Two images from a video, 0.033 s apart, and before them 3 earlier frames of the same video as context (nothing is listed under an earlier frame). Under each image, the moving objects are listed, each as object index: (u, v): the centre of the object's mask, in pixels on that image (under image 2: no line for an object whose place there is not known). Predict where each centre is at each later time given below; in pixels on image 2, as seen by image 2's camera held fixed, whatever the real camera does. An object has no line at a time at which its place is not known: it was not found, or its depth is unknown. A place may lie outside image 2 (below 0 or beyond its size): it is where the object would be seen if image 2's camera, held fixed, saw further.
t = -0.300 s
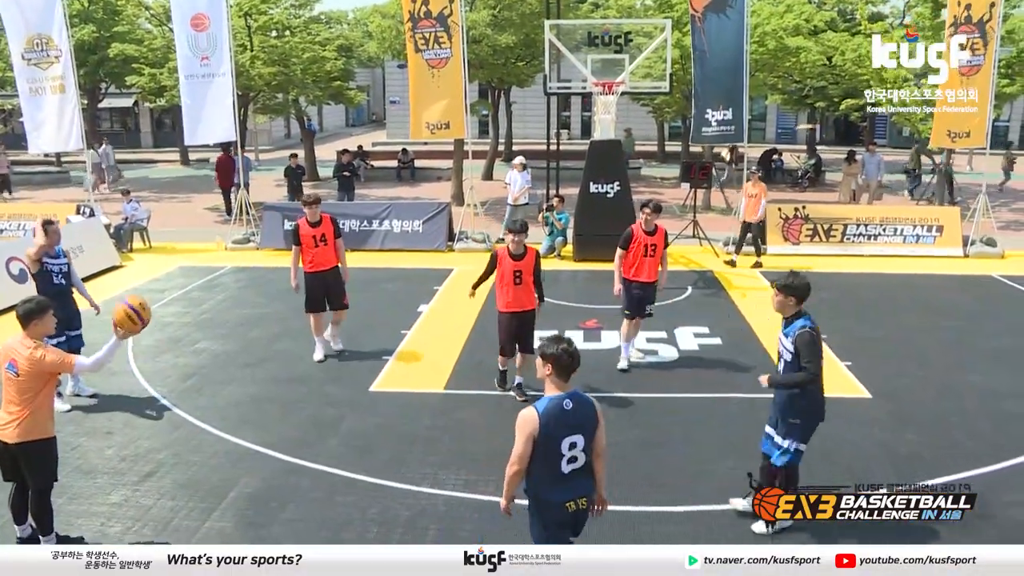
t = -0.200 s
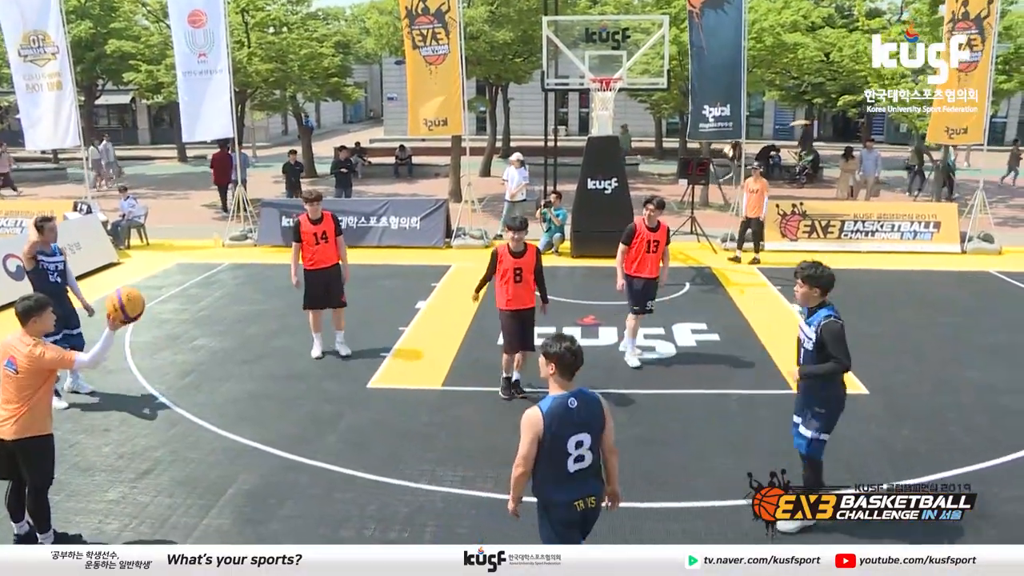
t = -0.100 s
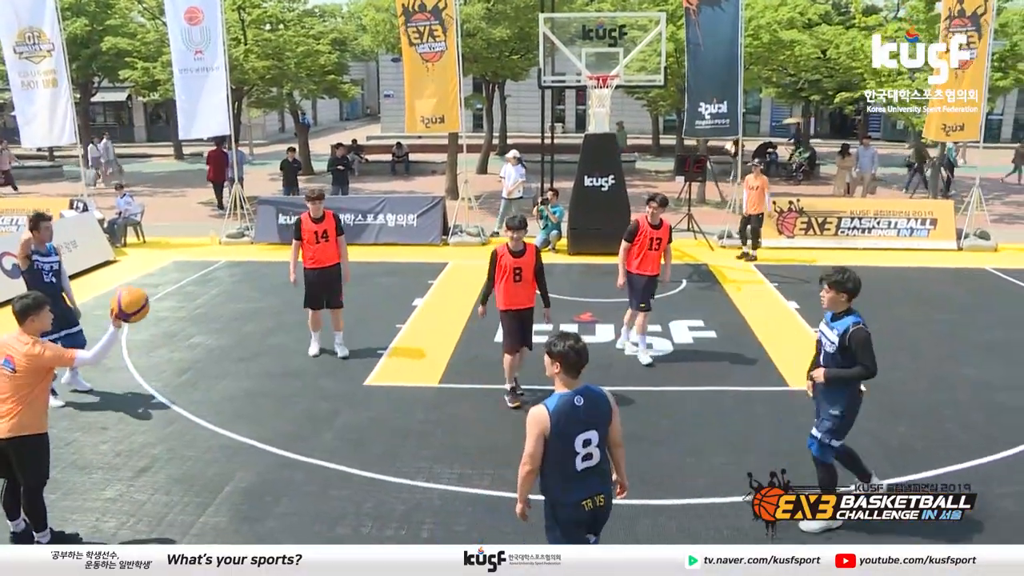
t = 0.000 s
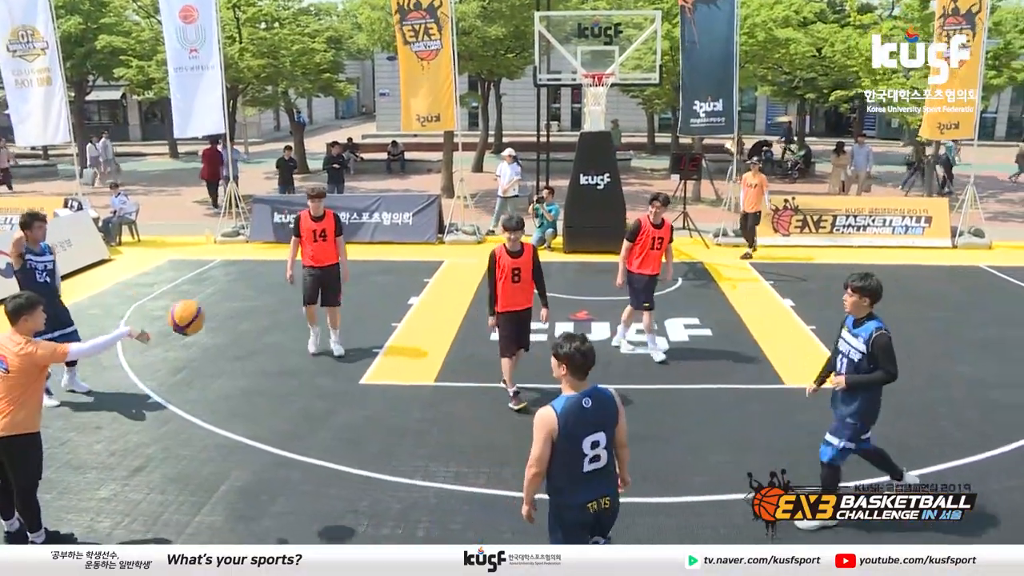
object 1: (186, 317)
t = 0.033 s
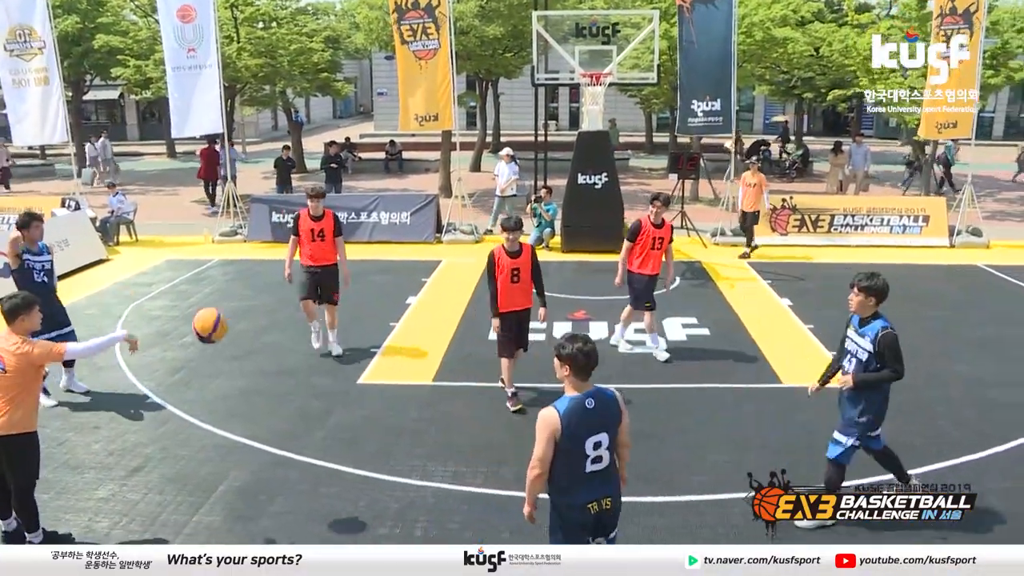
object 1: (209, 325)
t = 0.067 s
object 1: (233, 336)
